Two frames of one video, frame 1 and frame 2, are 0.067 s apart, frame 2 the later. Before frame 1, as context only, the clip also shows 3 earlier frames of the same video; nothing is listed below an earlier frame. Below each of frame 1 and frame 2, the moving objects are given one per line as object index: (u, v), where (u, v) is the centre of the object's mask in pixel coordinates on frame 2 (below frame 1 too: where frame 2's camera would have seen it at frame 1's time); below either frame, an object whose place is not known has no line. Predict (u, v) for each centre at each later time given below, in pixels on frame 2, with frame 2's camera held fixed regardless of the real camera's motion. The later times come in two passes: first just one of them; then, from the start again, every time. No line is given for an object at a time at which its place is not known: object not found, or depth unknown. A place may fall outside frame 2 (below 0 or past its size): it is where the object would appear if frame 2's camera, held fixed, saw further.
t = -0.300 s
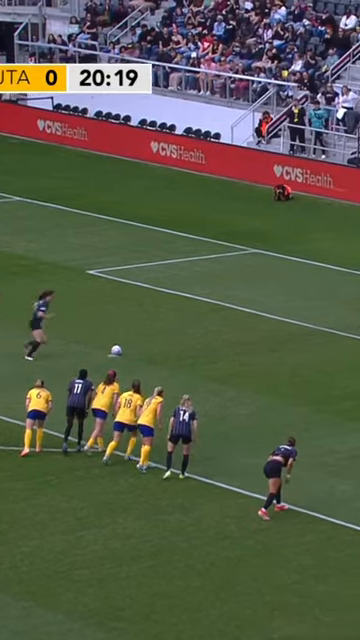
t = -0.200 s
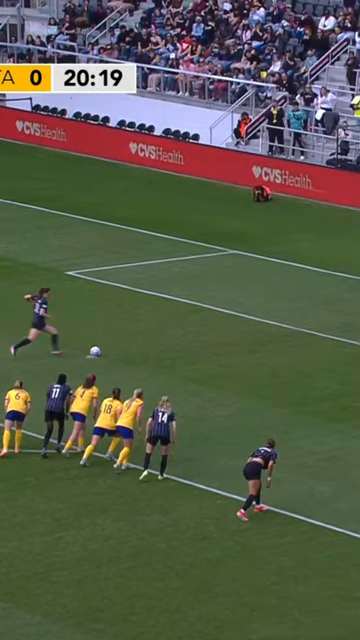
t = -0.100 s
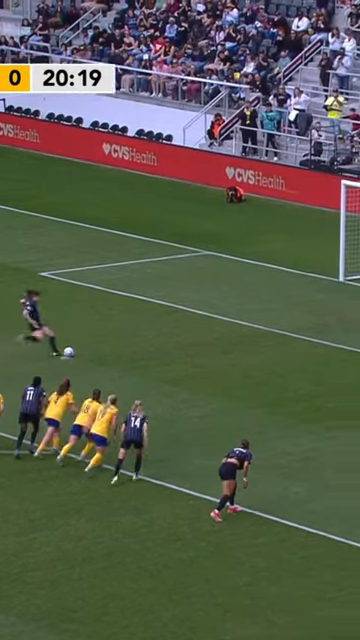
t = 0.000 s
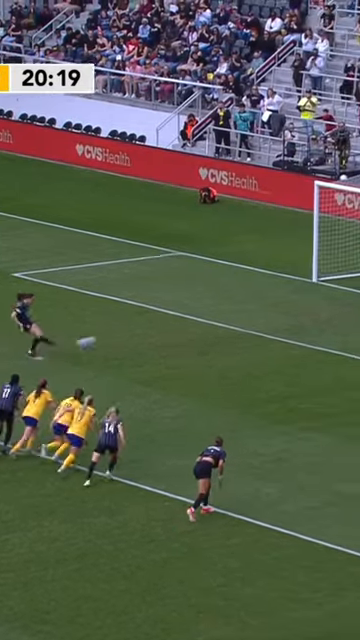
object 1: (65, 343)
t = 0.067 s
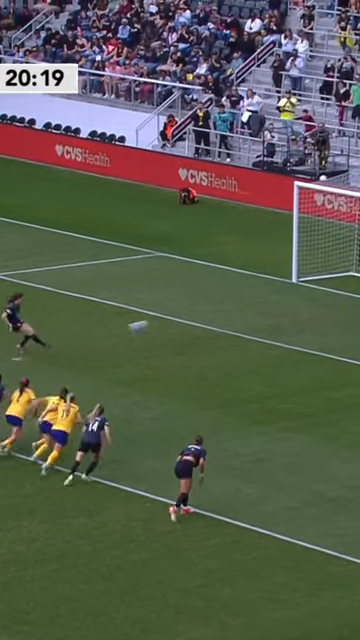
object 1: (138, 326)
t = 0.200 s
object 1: (272, 298)
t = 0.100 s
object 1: (174, 316)
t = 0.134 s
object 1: (206, 311)
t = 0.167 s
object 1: (239, 304)
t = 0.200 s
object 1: (272, 298)
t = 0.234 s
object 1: (303, 293)
